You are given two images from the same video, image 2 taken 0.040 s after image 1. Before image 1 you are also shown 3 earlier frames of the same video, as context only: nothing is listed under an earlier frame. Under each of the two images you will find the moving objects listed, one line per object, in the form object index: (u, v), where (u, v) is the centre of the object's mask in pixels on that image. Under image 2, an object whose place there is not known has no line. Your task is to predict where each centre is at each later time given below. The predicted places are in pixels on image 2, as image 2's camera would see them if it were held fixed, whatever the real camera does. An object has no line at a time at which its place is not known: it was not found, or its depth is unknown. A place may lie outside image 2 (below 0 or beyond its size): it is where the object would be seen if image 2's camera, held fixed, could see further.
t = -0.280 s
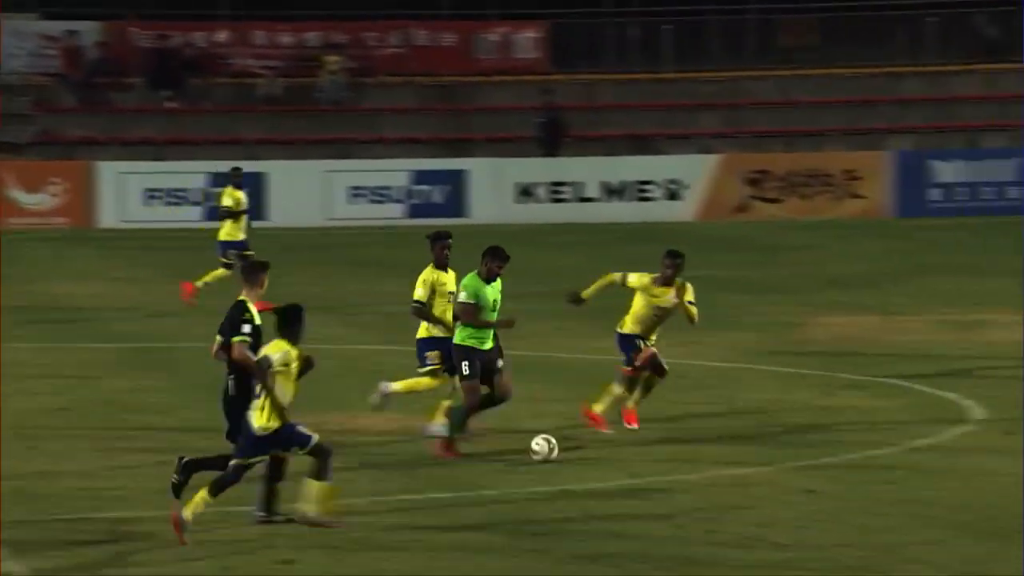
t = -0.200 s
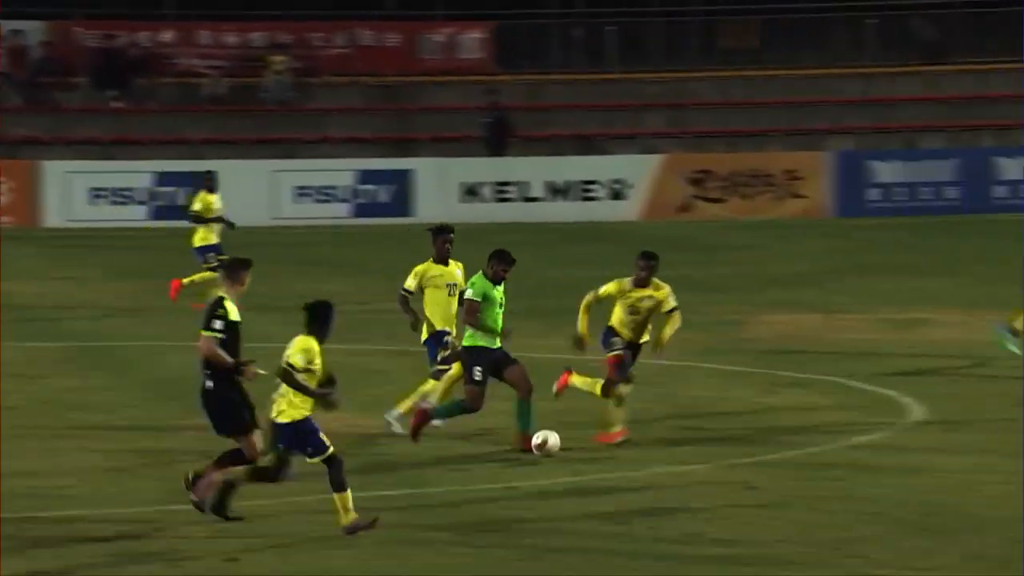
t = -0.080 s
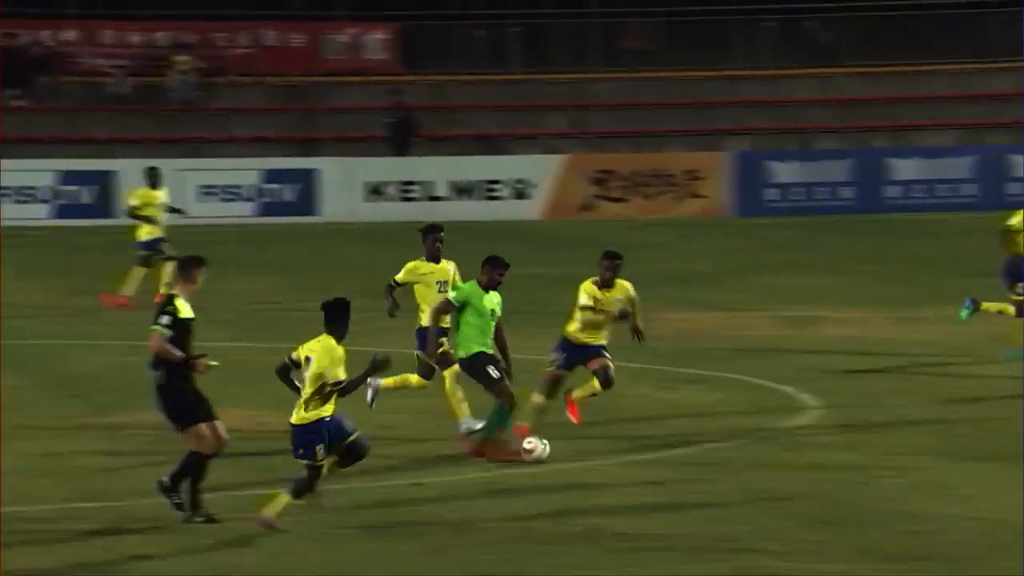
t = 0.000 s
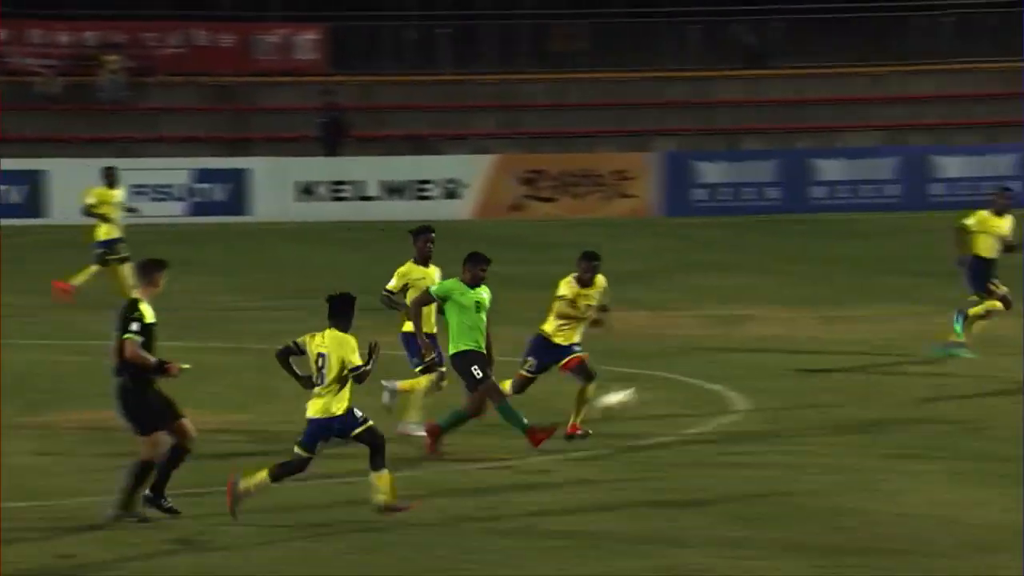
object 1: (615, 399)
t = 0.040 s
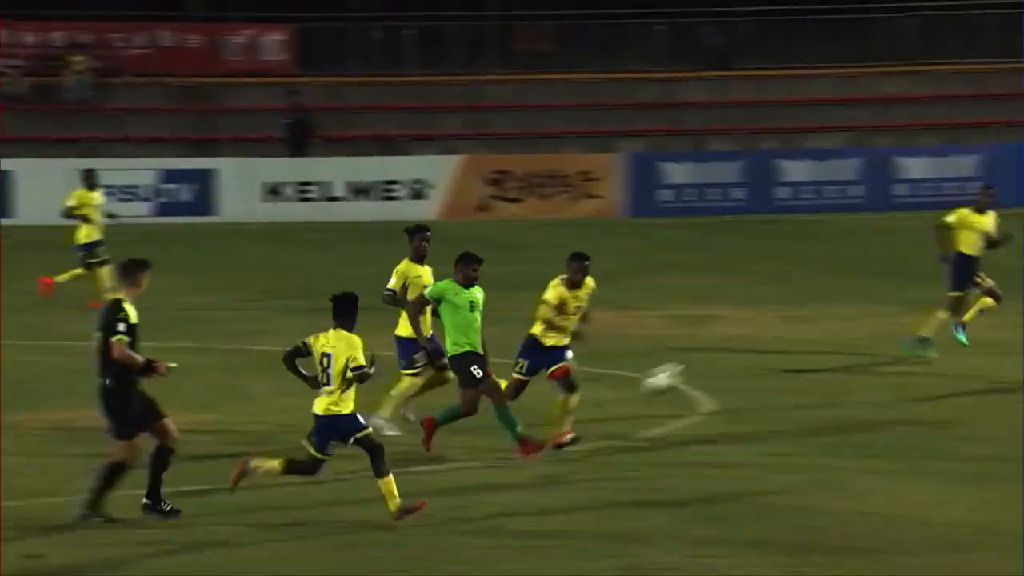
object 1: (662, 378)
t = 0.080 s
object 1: (748, 359)
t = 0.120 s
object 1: (832, 340)
